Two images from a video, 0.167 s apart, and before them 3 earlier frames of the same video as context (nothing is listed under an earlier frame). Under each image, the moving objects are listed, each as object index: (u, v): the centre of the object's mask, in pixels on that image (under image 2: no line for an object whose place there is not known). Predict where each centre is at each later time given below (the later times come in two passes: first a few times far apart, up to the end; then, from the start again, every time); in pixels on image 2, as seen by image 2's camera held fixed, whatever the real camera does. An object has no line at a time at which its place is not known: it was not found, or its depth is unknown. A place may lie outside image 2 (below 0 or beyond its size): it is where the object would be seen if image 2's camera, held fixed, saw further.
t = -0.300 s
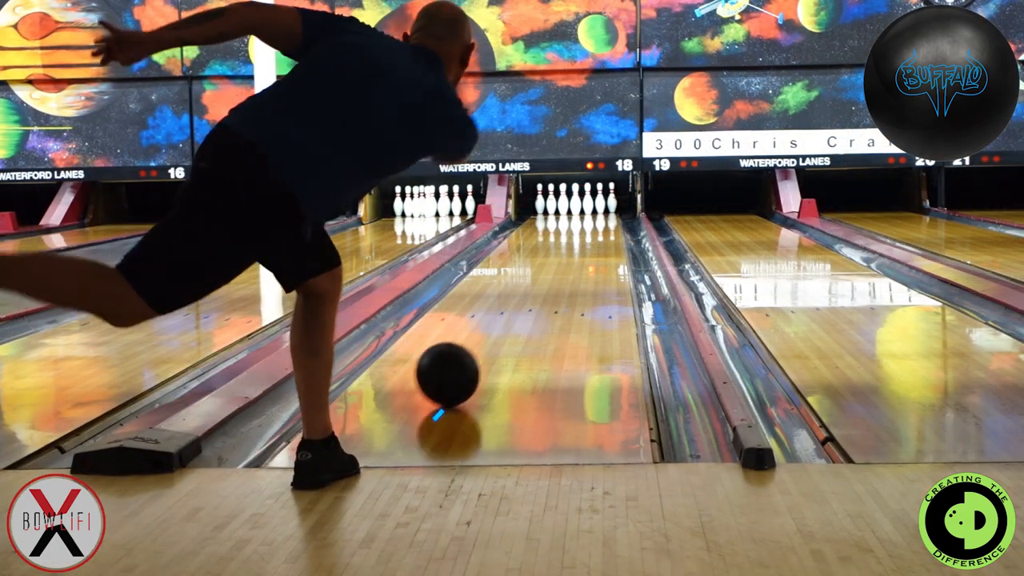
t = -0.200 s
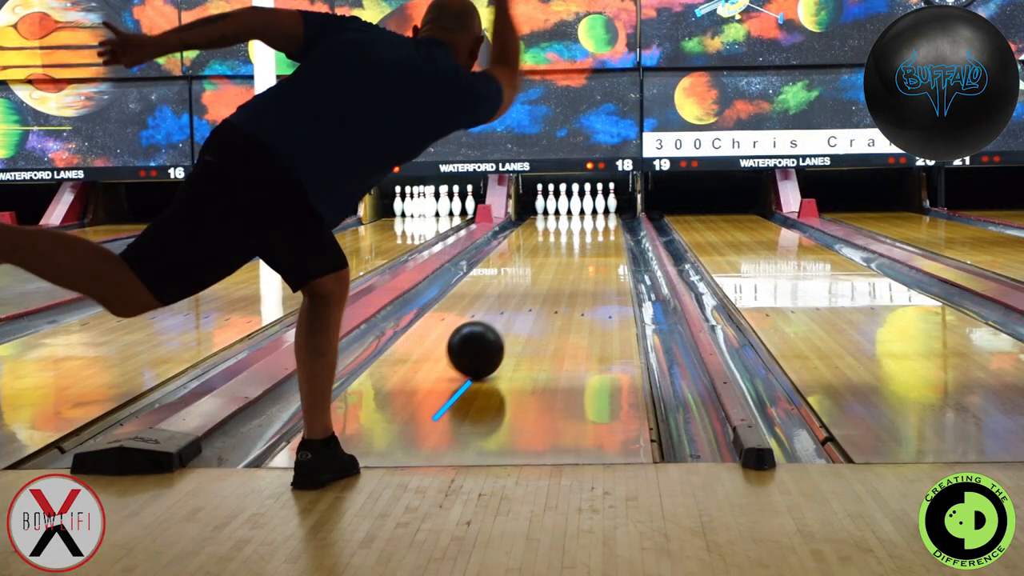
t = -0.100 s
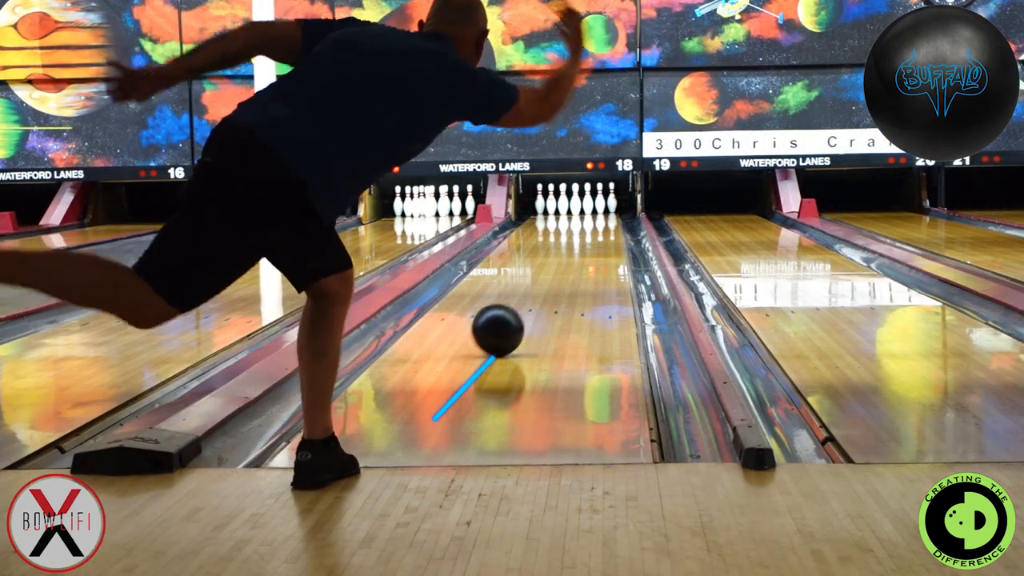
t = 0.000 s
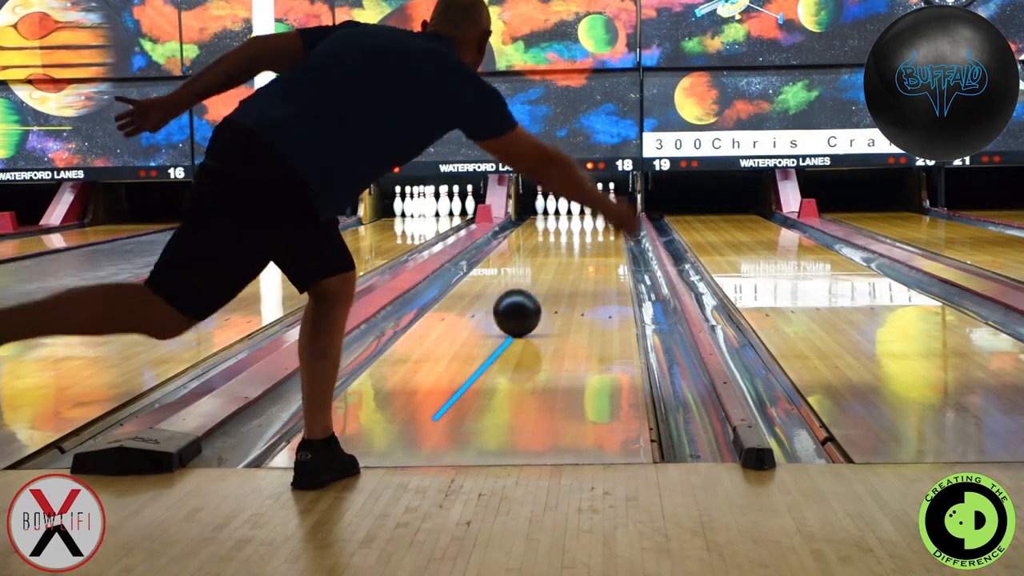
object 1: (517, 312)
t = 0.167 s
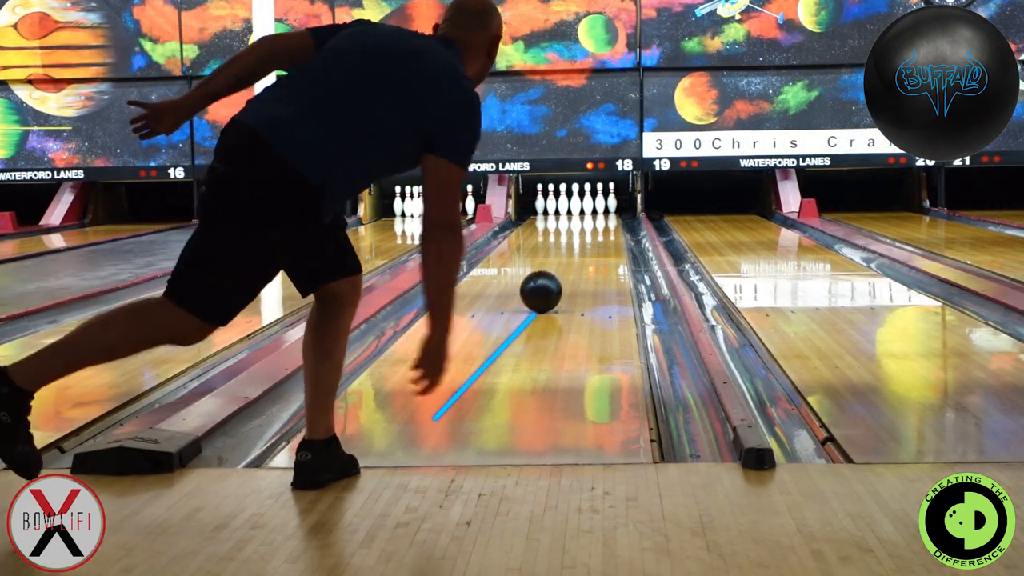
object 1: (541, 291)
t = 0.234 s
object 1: (549, 284)
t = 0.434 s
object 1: (568, 267)
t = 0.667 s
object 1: (584, 252)
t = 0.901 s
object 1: (595, 239)
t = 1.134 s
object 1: (601, 230)
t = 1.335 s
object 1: (602, 223)
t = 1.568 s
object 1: (600, 217)
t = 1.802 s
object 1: (596, 212)
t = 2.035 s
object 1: (589, 209)
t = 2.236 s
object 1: (587, 206)
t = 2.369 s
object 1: (590, 204)
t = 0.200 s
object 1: (545, 288)
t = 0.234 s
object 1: (549, 284)
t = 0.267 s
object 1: (552, 281)
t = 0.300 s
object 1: (556, 278)
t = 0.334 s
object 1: (559, 275)
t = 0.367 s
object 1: (562, 272)
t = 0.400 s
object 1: (565, 270)
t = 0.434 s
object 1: (568, 267)
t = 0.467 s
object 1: (570, 265)
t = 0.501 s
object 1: (573, 262)
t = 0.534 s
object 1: (575, 260)
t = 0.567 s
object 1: (578, 258)
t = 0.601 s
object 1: (580, 256)
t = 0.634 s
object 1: (582, 254)
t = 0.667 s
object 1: (584, 252)
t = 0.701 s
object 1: (586, 250)
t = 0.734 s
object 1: (588, 248)
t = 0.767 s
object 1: (590, 246)
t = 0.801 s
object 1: (591, 244)
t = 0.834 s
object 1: (592, 243)
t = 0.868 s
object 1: (594, 241)
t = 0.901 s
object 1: (595, 239)
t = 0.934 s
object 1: (596, 238)
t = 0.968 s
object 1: (597, 237)
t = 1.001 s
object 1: (598, 235)
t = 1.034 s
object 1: (599, 234)
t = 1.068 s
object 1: (599, 232)
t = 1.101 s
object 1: (600, 231)
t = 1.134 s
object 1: (601, 230)
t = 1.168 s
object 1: (601, 229)
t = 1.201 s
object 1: (601, 228)
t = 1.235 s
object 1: (602, 227)
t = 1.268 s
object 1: (602, 226)
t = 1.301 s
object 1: (602, 224)
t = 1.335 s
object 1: (602, 223)
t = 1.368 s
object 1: (602, 222)
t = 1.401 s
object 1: (602, 221)
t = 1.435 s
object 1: (602, 221)
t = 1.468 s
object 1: (602, 220)
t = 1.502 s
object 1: (601, 219)
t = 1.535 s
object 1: (601, 218)
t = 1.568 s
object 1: (600, 217)
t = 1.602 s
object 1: (600, 216)
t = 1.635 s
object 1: (600, 216)
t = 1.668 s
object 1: (599, 215)
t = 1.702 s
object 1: (598, 214)
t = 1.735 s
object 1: (598, 213)
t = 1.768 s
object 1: (597, 213)
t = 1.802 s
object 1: (596, 212)
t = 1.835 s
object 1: (595, 212)
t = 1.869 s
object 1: (594, 211)
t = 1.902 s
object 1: (593, 210)
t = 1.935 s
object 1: (592, 210)
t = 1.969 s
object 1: (591, 210)
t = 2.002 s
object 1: (590, 209)
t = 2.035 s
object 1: (589, 209)
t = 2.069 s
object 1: (588, 208)
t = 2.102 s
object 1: (587, 208)
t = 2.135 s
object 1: (587, 207)
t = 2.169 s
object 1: (586, 207)
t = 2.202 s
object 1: (587, 207)
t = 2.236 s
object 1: (587, 206)
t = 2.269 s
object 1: (589, 206)
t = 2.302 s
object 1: (588, 205)
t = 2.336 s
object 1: (587, 204)
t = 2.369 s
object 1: (590, 204)
